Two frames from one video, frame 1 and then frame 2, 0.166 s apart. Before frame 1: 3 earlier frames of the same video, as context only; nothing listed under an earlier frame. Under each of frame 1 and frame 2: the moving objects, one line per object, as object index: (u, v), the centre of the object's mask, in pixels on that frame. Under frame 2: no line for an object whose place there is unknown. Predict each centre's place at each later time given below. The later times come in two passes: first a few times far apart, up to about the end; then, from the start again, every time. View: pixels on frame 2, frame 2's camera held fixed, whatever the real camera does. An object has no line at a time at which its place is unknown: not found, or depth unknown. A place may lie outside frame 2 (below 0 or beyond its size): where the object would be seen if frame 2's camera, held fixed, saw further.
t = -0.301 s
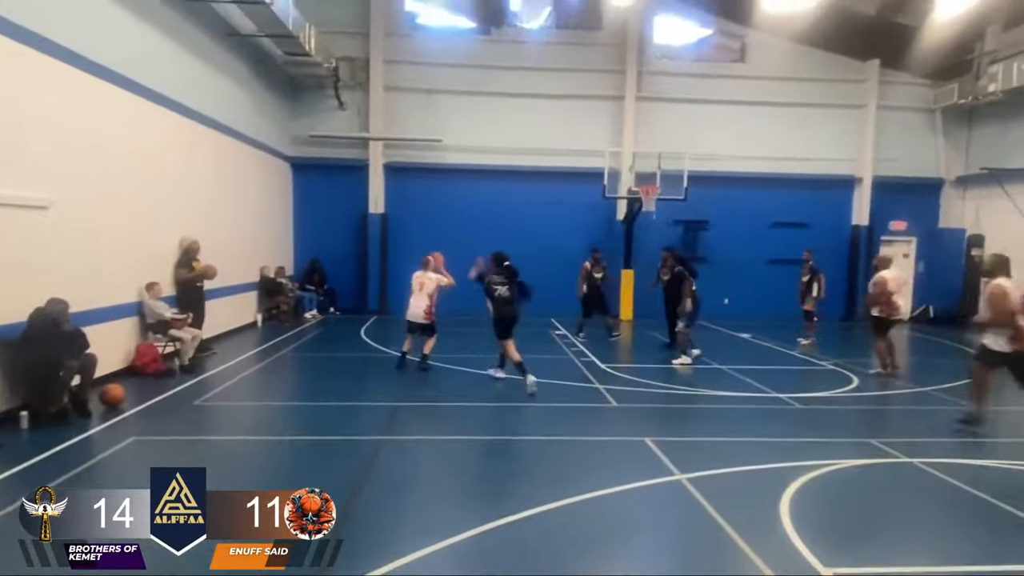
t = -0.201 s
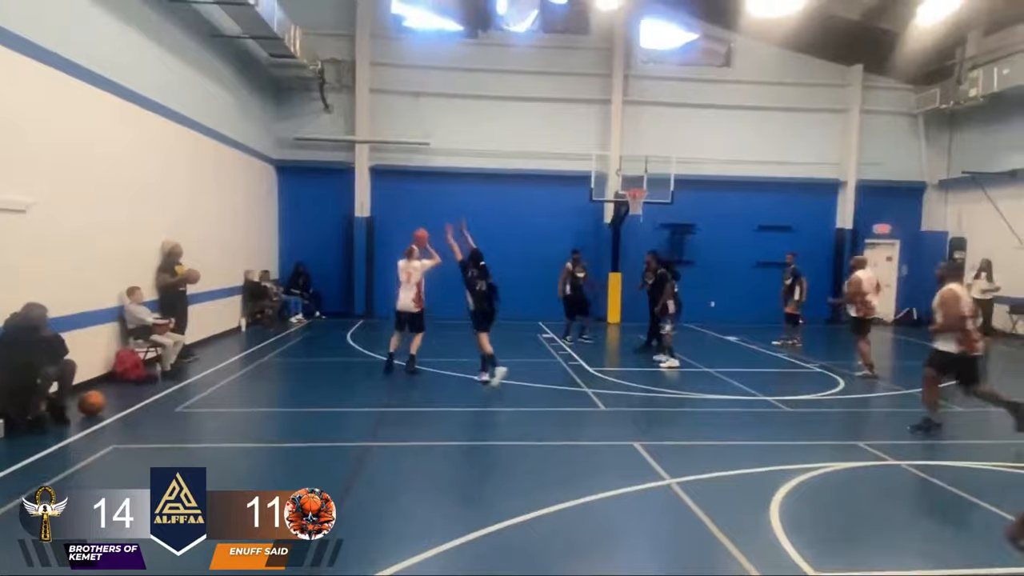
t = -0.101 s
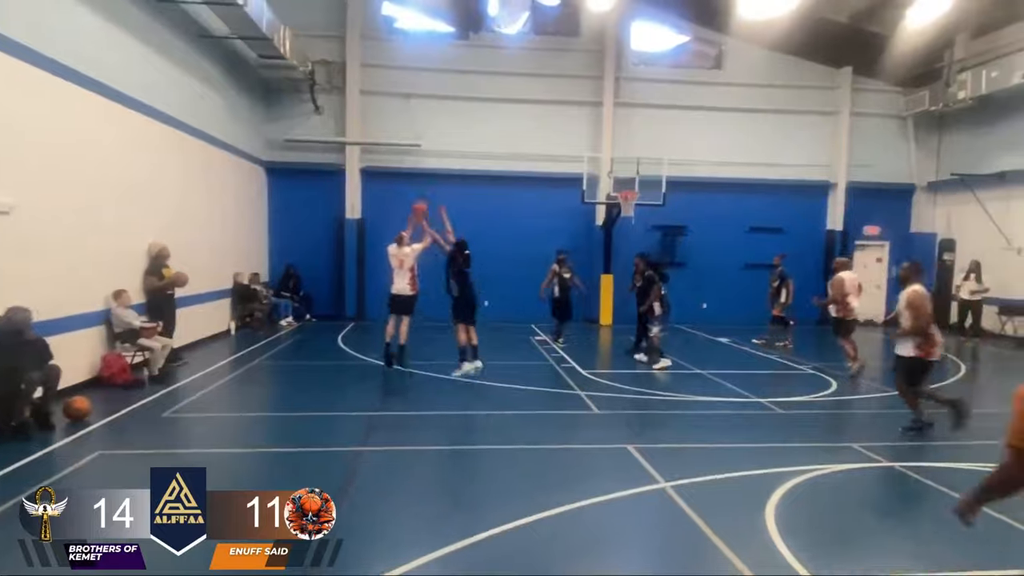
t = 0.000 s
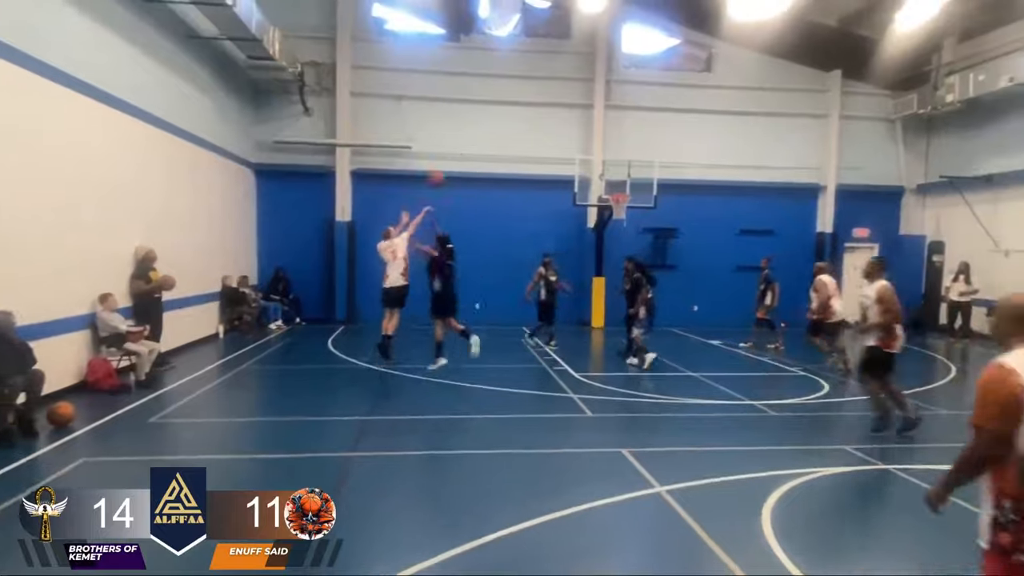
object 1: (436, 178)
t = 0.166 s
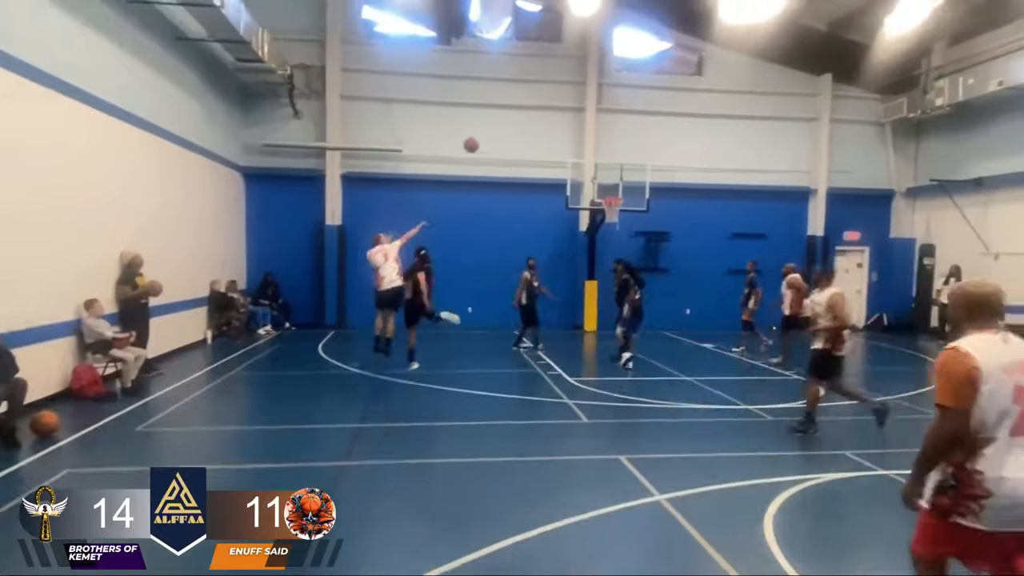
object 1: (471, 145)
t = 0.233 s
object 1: (486, 136)
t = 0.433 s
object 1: (527, 129)
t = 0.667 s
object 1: (565, 146)
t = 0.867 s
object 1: (591, 179)
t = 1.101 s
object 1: (572, 185)
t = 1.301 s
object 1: (555, 182)
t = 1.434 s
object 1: (540, 191)
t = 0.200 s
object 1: (479, 140)
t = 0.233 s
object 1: (486, 136)
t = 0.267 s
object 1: (493, 134)
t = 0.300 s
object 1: (501, 131)
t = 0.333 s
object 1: (507, 130)
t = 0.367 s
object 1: (514, 129)
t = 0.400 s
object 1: (520, 129)
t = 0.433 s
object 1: (527, 129)
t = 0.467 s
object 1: (533, 130)
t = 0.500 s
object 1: (539, 131)
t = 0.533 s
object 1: (544, 133)
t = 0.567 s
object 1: (550, 136)
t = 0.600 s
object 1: (556, 138)
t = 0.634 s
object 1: (560, 142)
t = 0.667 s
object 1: (565, 146)
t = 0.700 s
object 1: (570, 150)
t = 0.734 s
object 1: (575, 155)
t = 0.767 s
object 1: (580, 161)
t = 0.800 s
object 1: (583, 166)
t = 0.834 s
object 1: (588, 172)
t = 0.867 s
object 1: (591, 179)
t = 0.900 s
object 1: (596, 185)
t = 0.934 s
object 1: (600, 193)
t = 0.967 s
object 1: (598, 194)
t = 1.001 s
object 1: (590, 191)
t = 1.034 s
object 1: (583, 188)
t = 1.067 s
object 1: (575, 186)
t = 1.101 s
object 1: (572, 185)
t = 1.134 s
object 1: (568, 184)
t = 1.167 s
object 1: (565, 183)
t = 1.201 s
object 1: (563, 181)
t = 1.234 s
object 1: (562, 181)
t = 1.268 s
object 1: (560, 181)
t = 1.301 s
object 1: (555, 182)
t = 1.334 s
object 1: (552, 182)
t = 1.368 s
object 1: (547, 185)
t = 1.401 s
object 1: (543, 189)
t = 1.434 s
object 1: (540, 191)
